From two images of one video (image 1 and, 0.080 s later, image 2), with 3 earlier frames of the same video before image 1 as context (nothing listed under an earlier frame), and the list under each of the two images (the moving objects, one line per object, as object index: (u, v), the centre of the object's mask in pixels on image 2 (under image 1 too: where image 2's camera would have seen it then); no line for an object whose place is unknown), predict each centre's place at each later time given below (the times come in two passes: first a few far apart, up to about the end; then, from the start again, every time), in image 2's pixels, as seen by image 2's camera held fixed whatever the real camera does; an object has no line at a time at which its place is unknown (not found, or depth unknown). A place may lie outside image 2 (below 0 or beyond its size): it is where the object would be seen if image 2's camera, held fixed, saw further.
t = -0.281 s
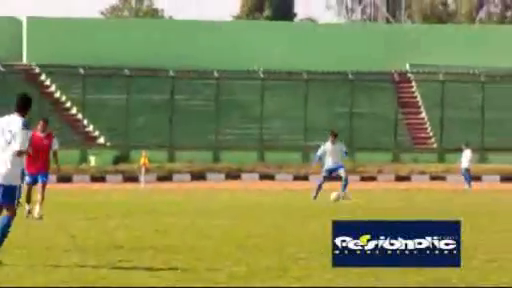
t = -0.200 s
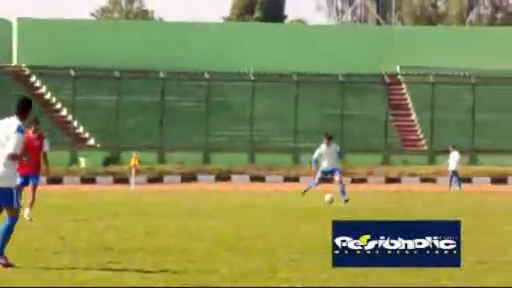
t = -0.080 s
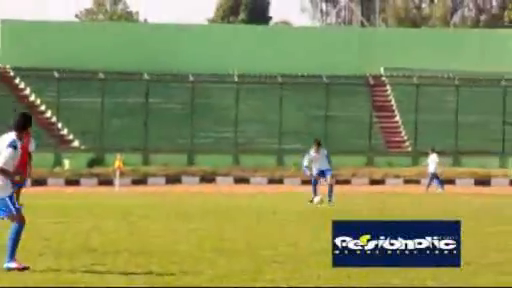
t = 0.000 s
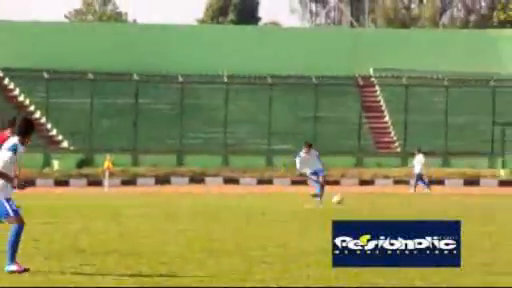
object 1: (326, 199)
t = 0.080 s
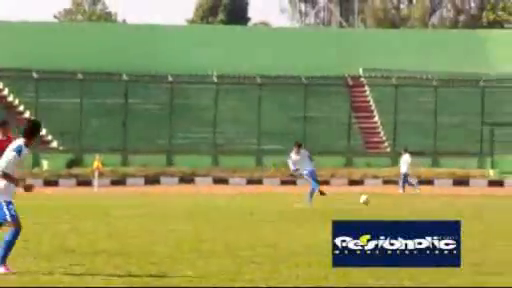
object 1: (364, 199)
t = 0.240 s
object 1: (441, 201)
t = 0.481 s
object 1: (560, 205)
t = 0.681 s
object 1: (659, 209)
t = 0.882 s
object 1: (758, 214)
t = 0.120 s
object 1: (383, 200)
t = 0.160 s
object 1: (403, 202)
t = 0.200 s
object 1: (423, 202)
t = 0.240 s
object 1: (441, 201)
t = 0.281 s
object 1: (459, 200)
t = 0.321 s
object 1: (480, 201)
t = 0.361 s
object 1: (499, 202)
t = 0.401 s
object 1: (519, 204)
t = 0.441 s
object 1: (540, 207)
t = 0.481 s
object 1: (560, 205)
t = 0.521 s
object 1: (578, 204)
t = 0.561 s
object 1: (598, 204)
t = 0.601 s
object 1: (618, 204)
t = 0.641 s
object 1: (638, 206)
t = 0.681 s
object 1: (659, 209)
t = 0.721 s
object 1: (681, 214)
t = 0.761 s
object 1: (701, 215)
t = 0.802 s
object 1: (719, 214)
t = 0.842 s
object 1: (738, 213)
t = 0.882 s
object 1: (758, 214)
